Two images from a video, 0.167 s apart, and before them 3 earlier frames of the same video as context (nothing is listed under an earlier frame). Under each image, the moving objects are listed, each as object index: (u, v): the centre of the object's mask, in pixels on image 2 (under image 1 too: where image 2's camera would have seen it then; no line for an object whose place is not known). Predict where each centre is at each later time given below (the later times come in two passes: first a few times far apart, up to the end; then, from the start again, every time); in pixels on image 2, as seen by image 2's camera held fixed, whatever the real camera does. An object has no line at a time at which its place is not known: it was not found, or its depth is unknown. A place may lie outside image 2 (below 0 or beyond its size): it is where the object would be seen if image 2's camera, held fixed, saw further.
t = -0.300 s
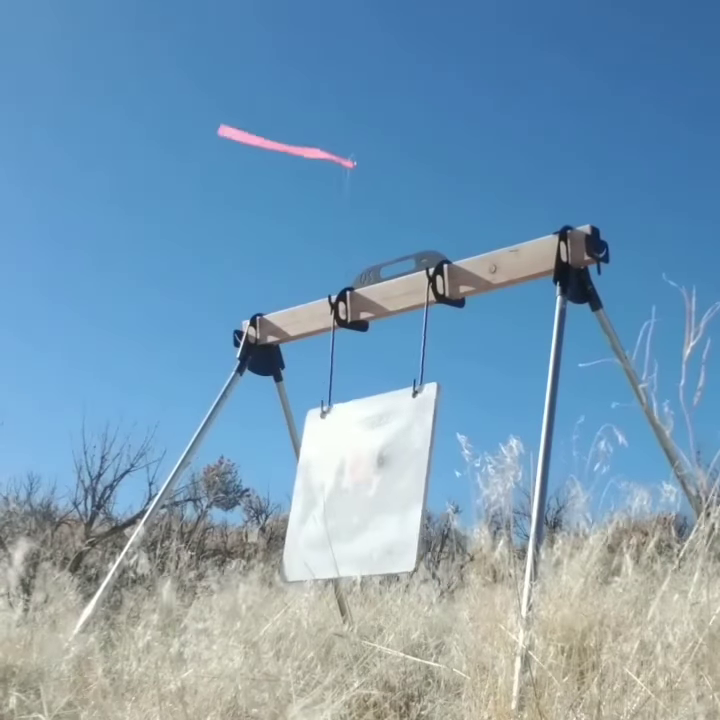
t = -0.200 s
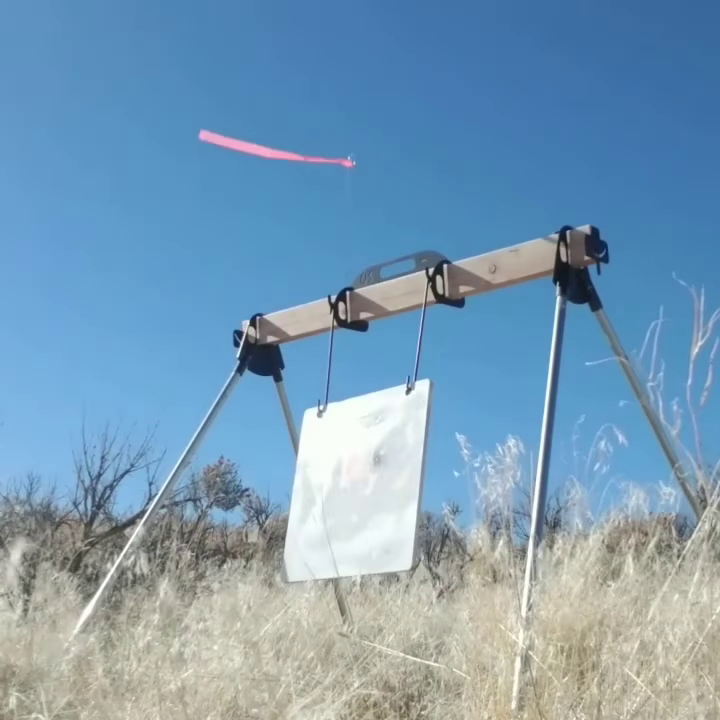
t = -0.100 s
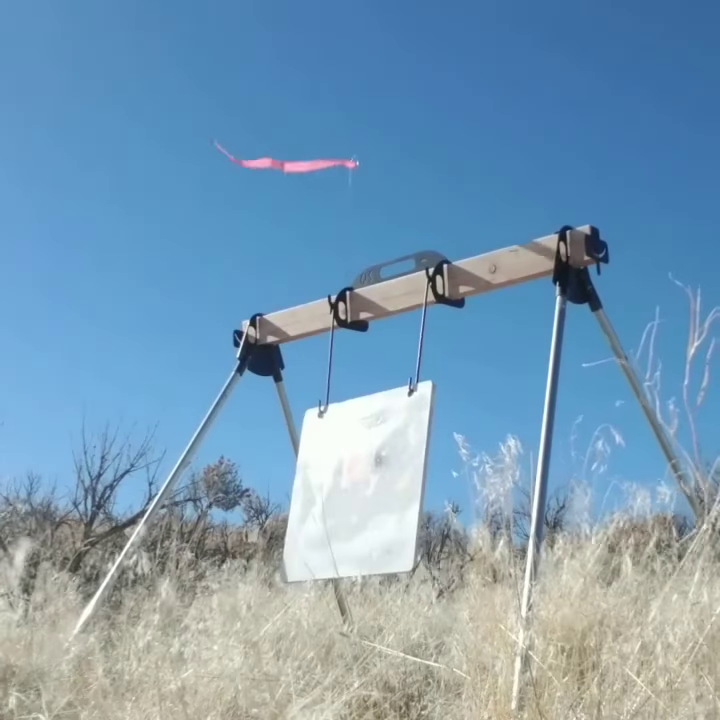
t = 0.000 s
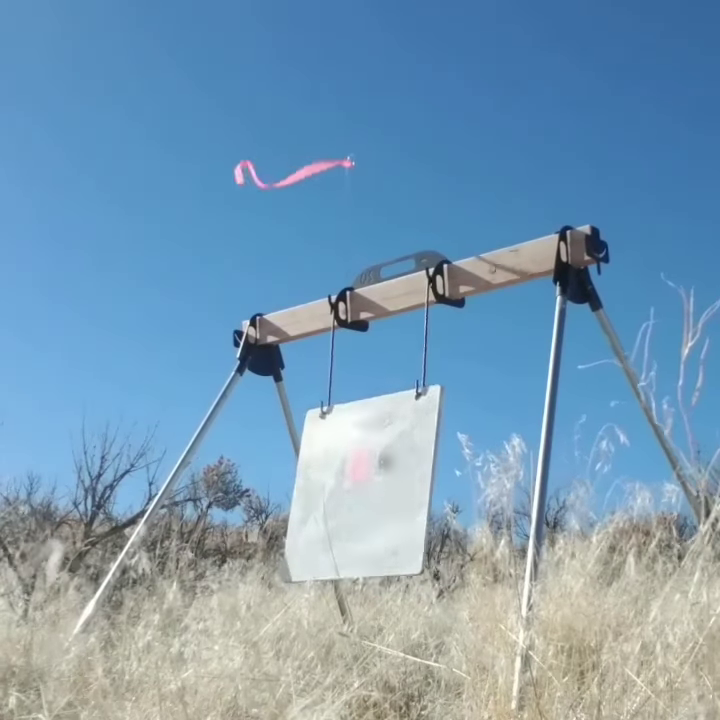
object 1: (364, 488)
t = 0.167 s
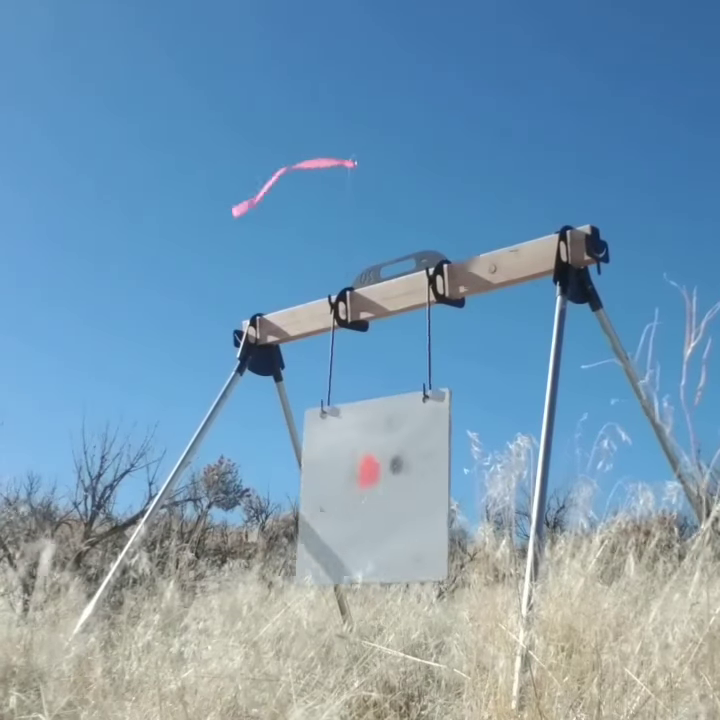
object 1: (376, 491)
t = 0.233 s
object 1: (382, 492)
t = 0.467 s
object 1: (396, 494)
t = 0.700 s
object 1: (396, 494)
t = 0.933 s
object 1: (382, 493)
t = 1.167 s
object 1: (364, 488)
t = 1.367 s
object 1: (360, 487)
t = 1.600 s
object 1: (370, 490)
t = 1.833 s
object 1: (388, 494)
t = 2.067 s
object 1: (396, 494)
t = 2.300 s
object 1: (391, 494)
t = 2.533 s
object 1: (375, 492)
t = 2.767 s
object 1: (362, 488)
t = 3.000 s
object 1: (365, 487)
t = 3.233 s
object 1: (378, 492)
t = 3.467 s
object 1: (392, 495)
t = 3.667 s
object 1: (395, 495)
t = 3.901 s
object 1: (386, 493)
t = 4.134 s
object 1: (370, 490)
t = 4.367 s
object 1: (361, 487)
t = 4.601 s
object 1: (368, 490)
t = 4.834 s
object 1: (384, 493)
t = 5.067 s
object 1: (393, 493)
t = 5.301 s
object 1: (392, 495)
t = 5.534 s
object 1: (378, 492)
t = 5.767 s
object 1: (363, 488)
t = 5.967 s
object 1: (362, 488)
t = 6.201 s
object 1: (373, 491)
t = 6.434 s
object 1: (389, 493)
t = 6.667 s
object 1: (395, 494)
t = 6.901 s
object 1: (387, 493)
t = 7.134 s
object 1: (372, 491)
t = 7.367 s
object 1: (363, 488)
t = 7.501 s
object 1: (365, 488)
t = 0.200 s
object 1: (379, 491)
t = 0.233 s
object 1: (382, 492)
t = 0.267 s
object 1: (385, 493)
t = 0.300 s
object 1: (387, 493)
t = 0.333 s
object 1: (390, 493)
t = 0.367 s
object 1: (392, 493)
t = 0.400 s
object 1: (393, 494)
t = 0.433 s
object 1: (395, 494)
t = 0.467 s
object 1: (396, 494)
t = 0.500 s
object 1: (397, 494)
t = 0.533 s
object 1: (398, 494)
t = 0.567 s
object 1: (399, 493)
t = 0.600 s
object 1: (399, 494)
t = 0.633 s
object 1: (398, 494)
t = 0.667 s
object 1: (398, 494)
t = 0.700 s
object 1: (396, 494)
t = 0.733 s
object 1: (395, 494)
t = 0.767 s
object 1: (393, 494)
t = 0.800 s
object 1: (391, 494)
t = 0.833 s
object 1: (389, 494)
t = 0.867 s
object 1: (387, 494)
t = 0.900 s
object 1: (384, 493)
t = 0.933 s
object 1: (382, 493)
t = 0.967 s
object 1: (379, 492)
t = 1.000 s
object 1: (376, 492)
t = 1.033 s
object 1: (373, 491)
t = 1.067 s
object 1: (371, 491)
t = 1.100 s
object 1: (368, 490)
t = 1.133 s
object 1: (366, 489)
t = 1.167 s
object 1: (364, 488)
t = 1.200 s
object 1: (363, 488)
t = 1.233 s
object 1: (361, 488)
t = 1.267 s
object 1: (360, 487)
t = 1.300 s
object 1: (360, 487)
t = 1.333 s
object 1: (359, 487)
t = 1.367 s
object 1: (360, 487)
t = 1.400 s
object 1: (360, 486)
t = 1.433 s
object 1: (361, 487)
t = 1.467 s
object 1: (363, 487)
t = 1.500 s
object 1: (364, 488)
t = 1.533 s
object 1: (366, 489)
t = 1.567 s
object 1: (368, 490)
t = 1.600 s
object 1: (370, 490)
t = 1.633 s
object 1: (373, 491)
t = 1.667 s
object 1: (375, 492)
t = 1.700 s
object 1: (378, 492)
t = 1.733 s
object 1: (380, 493)
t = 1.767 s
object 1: (383, 493)
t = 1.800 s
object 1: (385, 493)
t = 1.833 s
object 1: (388, 494)
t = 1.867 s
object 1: (389, 494)
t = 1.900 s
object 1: (392, 494)
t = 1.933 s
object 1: (393, 494)
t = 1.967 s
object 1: (394, 494)
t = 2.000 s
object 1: (395, 494)
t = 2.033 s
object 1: (396, 494)
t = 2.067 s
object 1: (396, 494)
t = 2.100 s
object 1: (396, 494)
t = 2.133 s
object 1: (396, 494)
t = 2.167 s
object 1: (396, 494)
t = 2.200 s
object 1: (395, 495)
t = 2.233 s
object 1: (395, 495)
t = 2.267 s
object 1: (393, 495)
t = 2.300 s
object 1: (391, 494)
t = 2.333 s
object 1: (389, 494)
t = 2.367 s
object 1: (387, 494)
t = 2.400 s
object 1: (385, 493)
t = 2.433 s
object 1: (383, 492)
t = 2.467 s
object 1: (380, 492)
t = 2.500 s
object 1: (378, 492)
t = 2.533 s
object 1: (375, 492)
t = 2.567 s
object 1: (373, 491)
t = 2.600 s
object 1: (371, 490)
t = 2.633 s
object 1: (368, 490)
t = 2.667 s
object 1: (367, 489)
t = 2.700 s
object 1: (365, 489)
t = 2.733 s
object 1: (363, 488)
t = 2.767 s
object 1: (362, 488)
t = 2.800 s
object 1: (362, 488)
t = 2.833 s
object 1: (361, 487)
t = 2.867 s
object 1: (361, 487)
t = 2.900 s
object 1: (362, 487)
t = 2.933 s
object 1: (362, 487)
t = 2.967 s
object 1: (363, 487)
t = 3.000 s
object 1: (365, 487)
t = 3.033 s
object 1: (366, 489)
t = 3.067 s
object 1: (367, 489)
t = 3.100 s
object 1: (369, 490)
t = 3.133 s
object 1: (372, 491)
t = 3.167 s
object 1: (374, 491)
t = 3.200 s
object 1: (377, 492)
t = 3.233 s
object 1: (378, 492)
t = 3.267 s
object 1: (381, 493)
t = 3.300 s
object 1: (383, 493)
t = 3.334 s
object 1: (386, 493)
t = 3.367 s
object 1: (387, 493)
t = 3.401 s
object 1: (389, 494)
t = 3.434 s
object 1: (391, 494)
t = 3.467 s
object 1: (392, 495)
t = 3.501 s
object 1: (394, 494)
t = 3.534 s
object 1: (395, 494)
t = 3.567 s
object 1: (395, 494)
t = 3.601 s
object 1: (395, 494)
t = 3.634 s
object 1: (395, 494)
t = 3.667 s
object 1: (395, 495)
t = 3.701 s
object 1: (395, 494)
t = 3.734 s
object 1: (394, 495)
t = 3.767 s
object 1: (393, 494)
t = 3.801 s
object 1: (392, 494)
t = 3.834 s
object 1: (391, 494)
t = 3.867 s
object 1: (388, 494)
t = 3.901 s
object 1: (386, 493)
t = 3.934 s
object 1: (384, 493)
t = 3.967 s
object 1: (382, 492)
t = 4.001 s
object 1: (379, 491)
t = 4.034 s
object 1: (377, 491)
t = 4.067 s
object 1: (374, 491)
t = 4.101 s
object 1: (372, 491)
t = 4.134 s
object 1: (370, 490)
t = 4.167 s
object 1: (368, 489)
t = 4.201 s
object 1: (366, 489)
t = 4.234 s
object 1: (364, 488)
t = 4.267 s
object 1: (363, 488)
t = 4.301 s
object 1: (362, 487)
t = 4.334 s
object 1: (361, 487)
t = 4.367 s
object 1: (361, 487)
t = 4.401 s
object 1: (361, 488)
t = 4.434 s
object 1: (361, 488)
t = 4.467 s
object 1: (362, 488)
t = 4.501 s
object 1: (363, 488)
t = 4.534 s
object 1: (364, 488)
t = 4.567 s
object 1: (366, 489)
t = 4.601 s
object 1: (368, 490)
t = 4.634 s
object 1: (370, 490)
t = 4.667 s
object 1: (372, 491)
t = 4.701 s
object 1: (375, 491)
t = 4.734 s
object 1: (377, 491)
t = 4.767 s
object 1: (379, 492)
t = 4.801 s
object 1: (381, 493)
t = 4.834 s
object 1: (384, 493)
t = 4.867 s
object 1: (386, 494)
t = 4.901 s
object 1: (388, 494)
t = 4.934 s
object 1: (390, 494)
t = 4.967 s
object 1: (391, 494)
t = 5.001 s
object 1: (392, 494)
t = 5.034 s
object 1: (393, 494)
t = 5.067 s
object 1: (393, 493)
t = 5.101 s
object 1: (394, 493)
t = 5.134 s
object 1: (395, 494)
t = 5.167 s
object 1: (395, 494)
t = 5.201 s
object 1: (394, 494)
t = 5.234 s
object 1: (394, 494)
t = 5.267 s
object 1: (393, 494)
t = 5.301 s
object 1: (392, 495)
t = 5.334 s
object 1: (391, 495)
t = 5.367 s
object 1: (389, 495)
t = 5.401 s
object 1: (387, 494)
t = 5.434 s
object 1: (385, 493)
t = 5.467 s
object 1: (383, 493)
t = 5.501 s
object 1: (380, 493)
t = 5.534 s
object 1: (378, 492)
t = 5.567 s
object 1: (375, 492)
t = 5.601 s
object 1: (373, 491)
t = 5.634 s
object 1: (371, 491)
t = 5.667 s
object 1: (369, 490)
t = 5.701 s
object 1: (367, 489)
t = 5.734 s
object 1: (365, 489)
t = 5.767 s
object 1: (363, 488)
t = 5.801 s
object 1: (362, 488)
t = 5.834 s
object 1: (362, 488)
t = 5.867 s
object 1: (361, 488)
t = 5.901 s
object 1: (361, 488)
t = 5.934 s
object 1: (361, 488)
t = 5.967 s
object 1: (362, 488)
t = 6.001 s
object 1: (363, 488)
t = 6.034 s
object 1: (365, 488)
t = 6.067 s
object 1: (367, 488)
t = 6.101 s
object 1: (369, 487)
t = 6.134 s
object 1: (369, 490)
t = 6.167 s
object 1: (371, 490)
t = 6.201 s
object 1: (373, 491)
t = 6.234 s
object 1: (376, 491)
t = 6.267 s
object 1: (378, 492)
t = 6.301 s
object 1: (380, 492)
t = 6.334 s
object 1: (383, 493)
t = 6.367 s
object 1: (385, 493)
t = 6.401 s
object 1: (387, 493)
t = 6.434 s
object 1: (389, 493)
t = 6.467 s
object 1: (391, 493)
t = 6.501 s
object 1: (392, 493)
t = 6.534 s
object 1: (393, 493)
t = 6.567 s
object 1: (394, 493)
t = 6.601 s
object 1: (394, 494)
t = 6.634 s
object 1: (395, 494)
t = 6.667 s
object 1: (395, 494)
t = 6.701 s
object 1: (395, 494)
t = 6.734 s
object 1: (394, 494)
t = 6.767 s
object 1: (393, 494)
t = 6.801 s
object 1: (392, 494)
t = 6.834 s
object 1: (391, 494)
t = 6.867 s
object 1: (389, 493)
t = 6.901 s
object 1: (387, 493)
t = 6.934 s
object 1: (385, 493)
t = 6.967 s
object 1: (383, 493)
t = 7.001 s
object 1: (381, 493)
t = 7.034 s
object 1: (378, 492)
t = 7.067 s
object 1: (376, 491)
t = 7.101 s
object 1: (374, 491)
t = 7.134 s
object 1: (372, 491)
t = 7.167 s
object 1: (370, 491)
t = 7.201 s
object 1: (368, 489)
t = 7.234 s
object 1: (367, 489)
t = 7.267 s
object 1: (365, 489)
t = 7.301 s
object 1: (364, 488)
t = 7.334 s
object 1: (364, 488)
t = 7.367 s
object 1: (363, 488)
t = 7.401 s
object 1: (363, 488)
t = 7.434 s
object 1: (363, 488)
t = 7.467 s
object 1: (364, 488)
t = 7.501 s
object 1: (365, 488)
